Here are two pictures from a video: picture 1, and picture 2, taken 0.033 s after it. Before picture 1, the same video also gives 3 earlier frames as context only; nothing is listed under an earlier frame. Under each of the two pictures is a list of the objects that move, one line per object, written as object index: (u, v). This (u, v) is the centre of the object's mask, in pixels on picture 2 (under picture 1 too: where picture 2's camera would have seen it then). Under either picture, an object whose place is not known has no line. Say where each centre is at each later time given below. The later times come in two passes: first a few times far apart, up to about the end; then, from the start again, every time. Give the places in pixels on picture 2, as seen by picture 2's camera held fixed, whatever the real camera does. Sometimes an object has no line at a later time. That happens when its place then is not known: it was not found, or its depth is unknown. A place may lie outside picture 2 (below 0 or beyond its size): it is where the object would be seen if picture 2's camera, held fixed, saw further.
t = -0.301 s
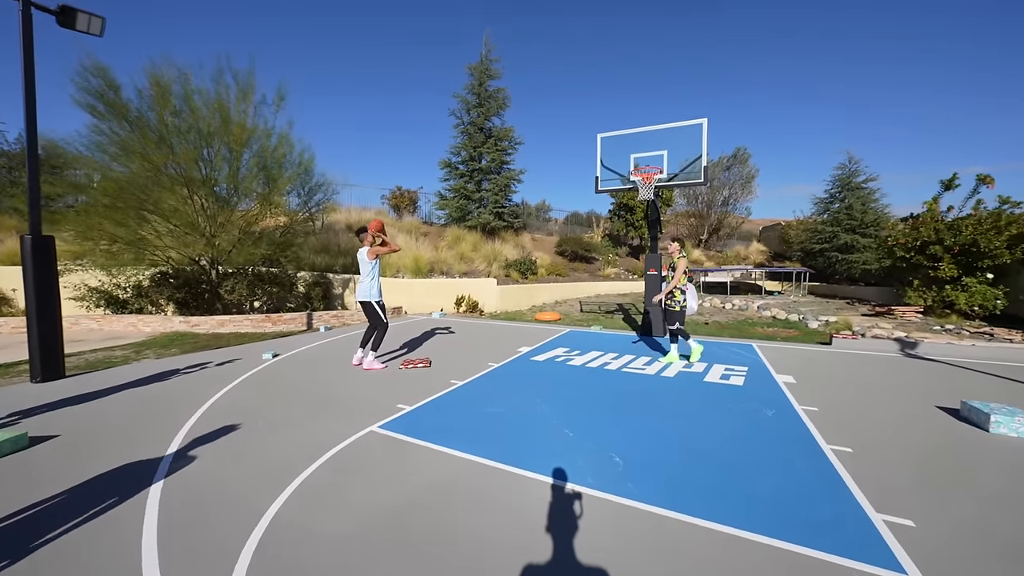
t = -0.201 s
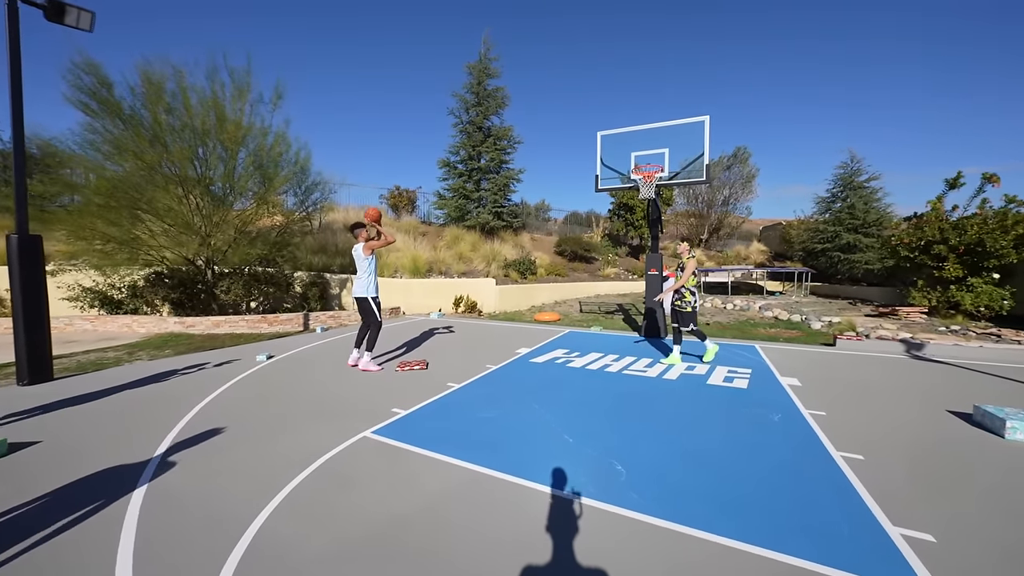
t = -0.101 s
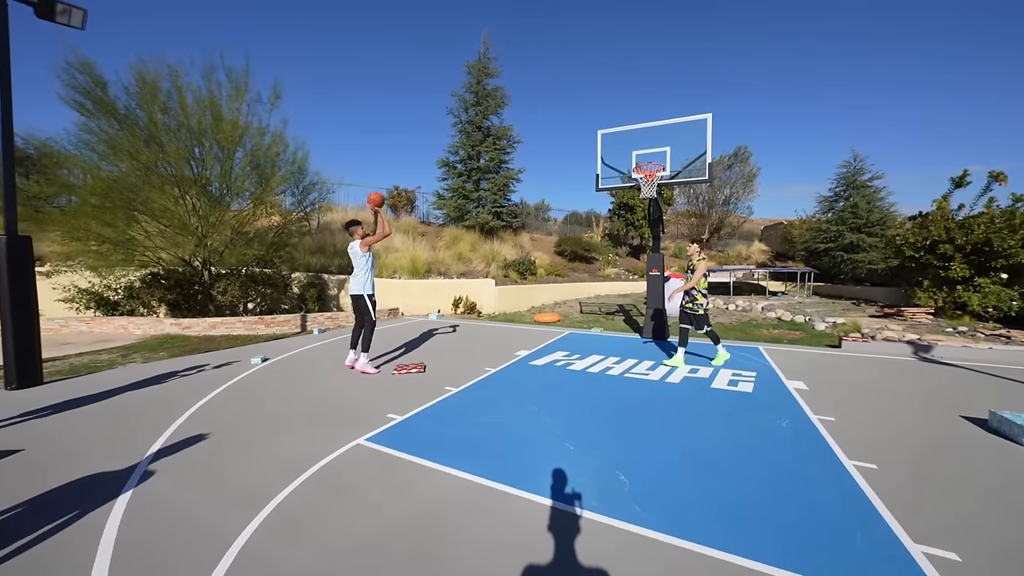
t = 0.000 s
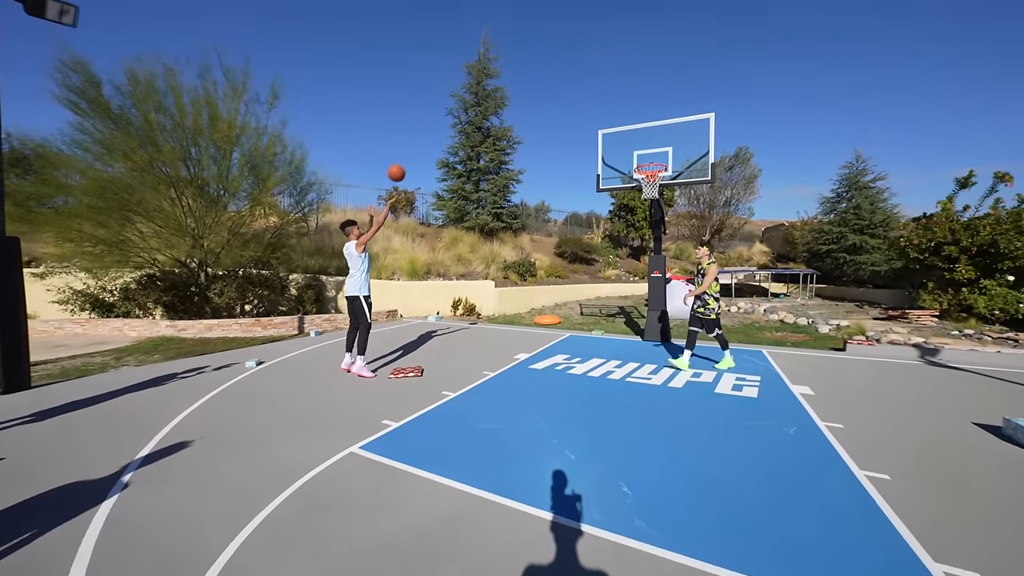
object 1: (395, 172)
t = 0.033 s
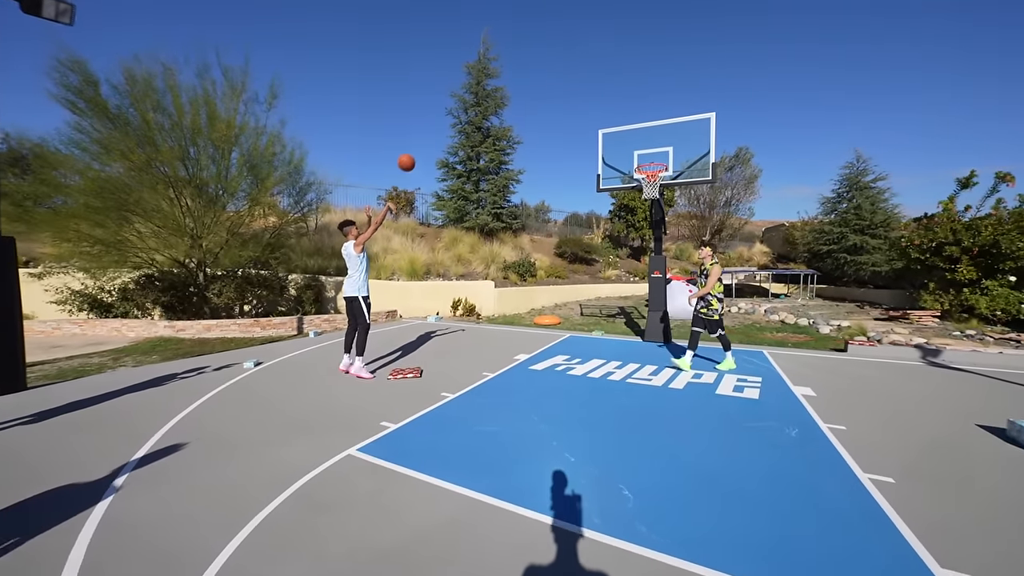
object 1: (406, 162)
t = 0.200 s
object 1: (458, 122)
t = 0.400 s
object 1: (518, 101)
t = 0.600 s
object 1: (575, 108)
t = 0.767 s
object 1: (621, 133)
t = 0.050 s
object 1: (412, 158)
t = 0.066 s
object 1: (417, 153)
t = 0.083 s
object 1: (422, 148)
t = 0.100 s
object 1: (427, 144)
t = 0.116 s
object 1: (433, 140)
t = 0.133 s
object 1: (438, 136)
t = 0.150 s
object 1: (443, 132)
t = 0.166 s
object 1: (448, 129)
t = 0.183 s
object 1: (453, 125)
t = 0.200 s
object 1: (458, 122)
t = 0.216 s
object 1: (462, 119)
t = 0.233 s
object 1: (467, 116)
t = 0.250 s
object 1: (473, 113)
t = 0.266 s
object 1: (478, 111)
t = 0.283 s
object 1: (482, 110)
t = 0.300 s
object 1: (487, 107)
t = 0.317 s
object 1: (493, 106)
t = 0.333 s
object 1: (498, 104)
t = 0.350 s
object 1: (503, 103)
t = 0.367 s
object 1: (508, 103)
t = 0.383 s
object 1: (513, 102)
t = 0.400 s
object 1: (518, 101)
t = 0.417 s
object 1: (523, 101)
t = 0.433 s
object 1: (528, 101)
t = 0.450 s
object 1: (532, 101)
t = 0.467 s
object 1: (537, 101)
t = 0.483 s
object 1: (542, 101)
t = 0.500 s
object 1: (547, 102)
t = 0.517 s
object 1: (552, 102)
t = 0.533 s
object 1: (556, 103)
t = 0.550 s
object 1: (561, 104)
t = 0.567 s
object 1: (565, 106)
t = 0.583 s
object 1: (570, 107)
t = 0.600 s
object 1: (575, 108)
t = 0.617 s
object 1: (580, 110)
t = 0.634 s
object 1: (584, 112)
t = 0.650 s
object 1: (589, 114)
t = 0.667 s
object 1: (594, 115)
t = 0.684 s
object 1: (598, 118)
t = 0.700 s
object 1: (602, 121)
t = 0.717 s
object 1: (607, 123)
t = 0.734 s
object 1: (612, 126)
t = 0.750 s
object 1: (617, 130)
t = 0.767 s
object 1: (621, 133)
